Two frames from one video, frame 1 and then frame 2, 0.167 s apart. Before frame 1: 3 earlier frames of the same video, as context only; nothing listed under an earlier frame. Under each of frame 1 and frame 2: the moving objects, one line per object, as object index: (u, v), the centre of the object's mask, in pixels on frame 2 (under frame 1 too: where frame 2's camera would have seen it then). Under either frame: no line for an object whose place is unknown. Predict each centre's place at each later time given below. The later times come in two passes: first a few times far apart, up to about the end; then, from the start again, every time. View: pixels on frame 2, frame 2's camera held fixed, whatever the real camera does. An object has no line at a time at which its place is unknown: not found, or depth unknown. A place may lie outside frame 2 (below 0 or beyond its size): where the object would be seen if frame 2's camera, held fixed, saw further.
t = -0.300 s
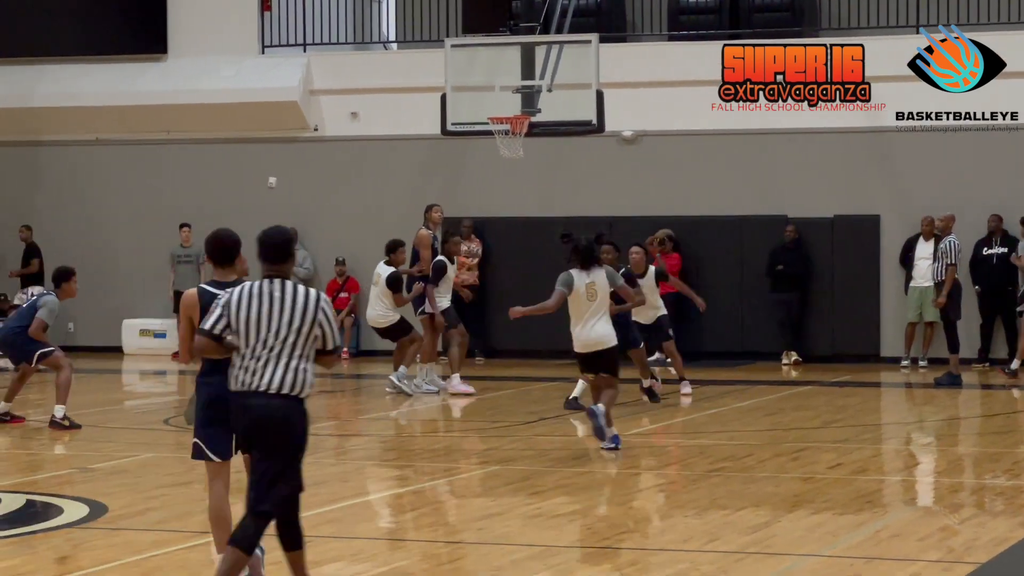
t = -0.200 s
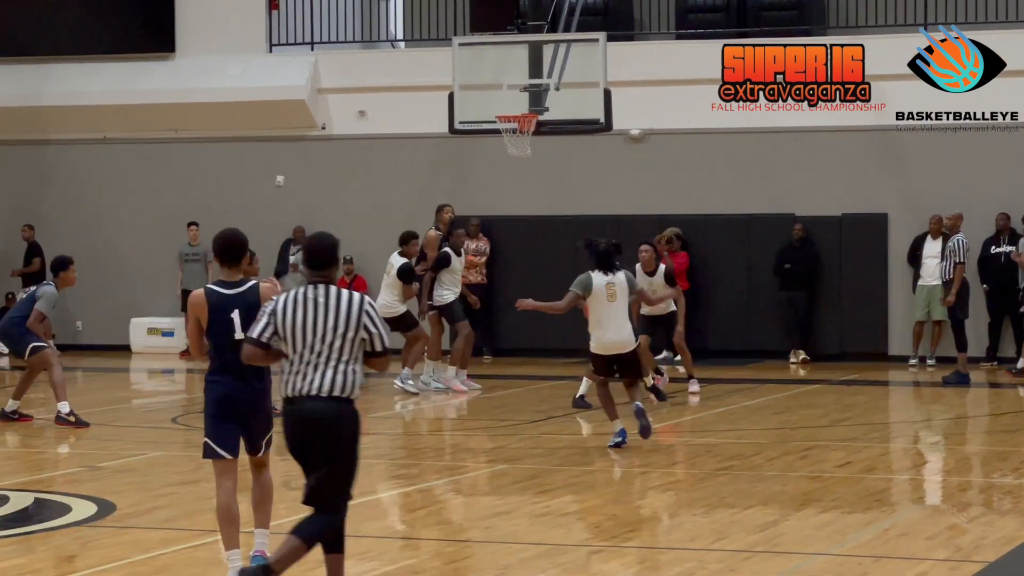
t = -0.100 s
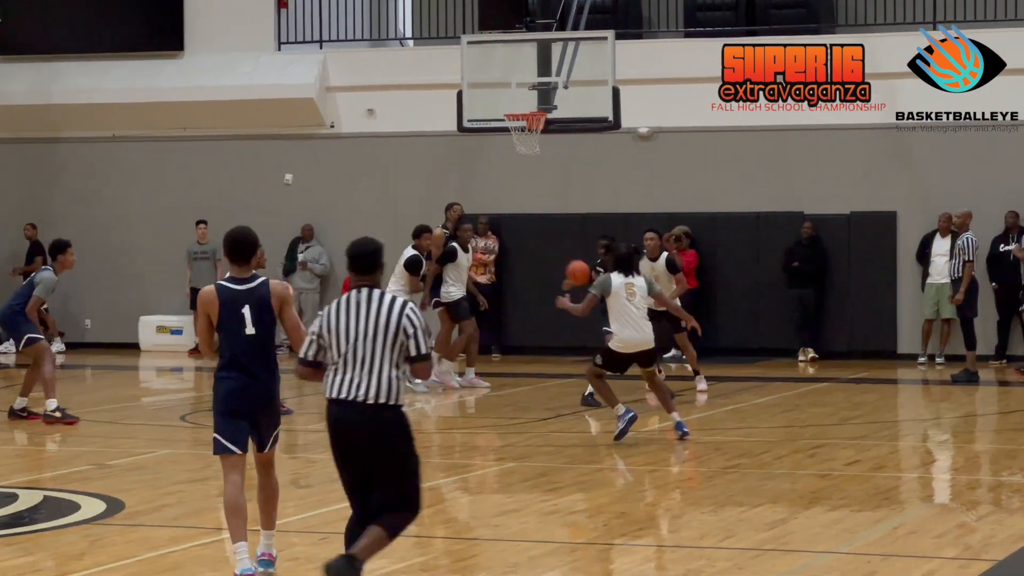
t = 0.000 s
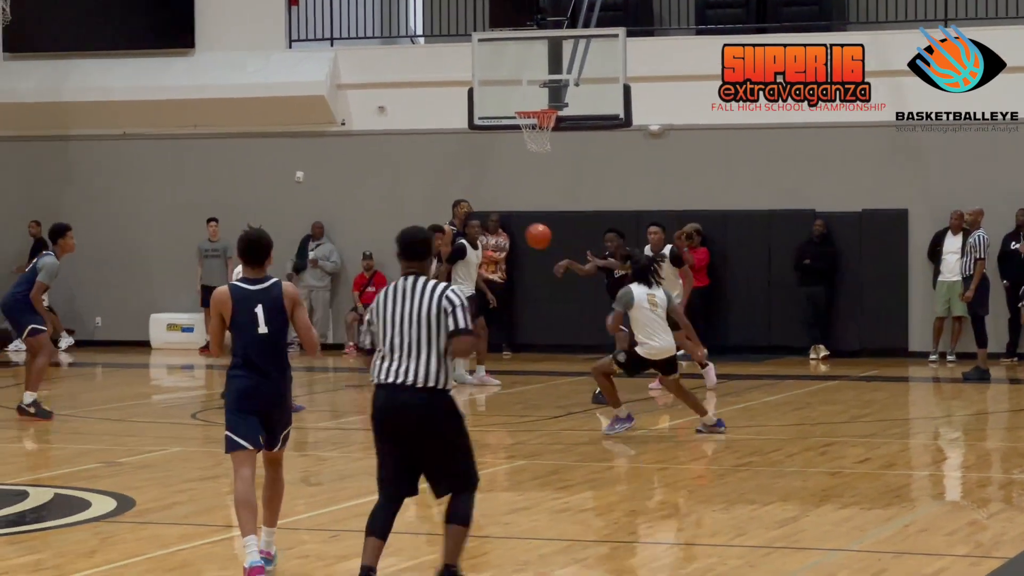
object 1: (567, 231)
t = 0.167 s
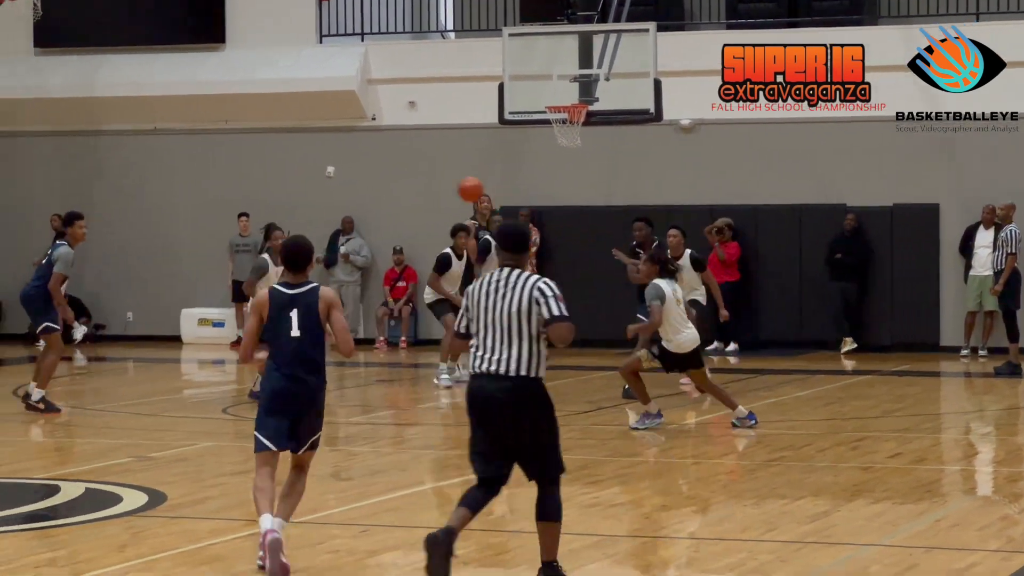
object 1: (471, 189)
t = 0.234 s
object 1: (429, 180)
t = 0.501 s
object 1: (249, 183)
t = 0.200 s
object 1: (450, 184)
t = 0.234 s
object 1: (429, 180)
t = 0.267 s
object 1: (409, 176)
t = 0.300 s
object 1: (388, 174)
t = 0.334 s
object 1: (366, 173)
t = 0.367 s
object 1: (344, 172)
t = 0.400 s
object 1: (321, 173)
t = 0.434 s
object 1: (297, 175)
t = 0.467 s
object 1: (273, 178)
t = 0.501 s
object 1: (249, 183)
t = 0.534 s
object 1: (226, 190)
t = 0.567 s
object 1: (202, 198)
